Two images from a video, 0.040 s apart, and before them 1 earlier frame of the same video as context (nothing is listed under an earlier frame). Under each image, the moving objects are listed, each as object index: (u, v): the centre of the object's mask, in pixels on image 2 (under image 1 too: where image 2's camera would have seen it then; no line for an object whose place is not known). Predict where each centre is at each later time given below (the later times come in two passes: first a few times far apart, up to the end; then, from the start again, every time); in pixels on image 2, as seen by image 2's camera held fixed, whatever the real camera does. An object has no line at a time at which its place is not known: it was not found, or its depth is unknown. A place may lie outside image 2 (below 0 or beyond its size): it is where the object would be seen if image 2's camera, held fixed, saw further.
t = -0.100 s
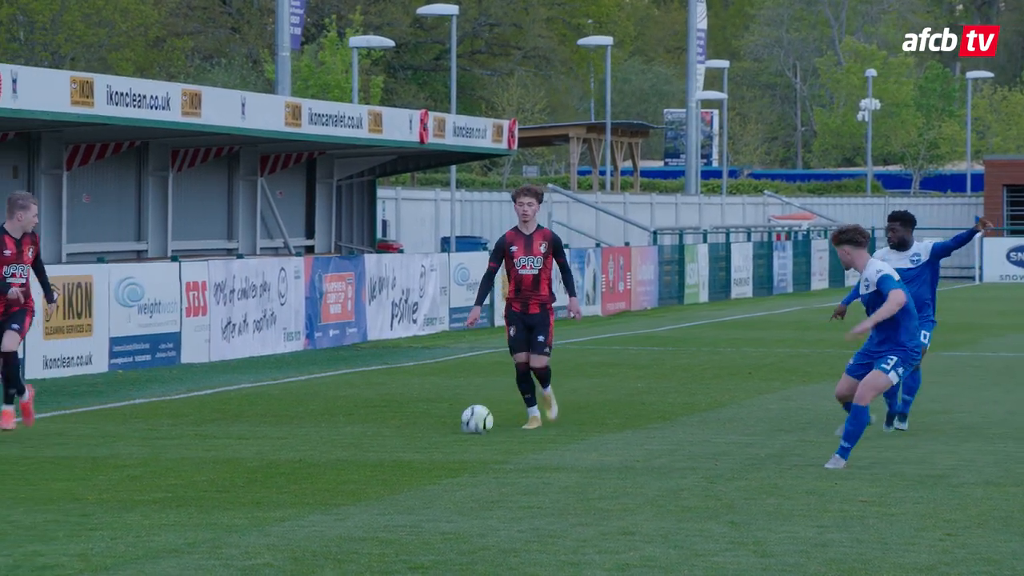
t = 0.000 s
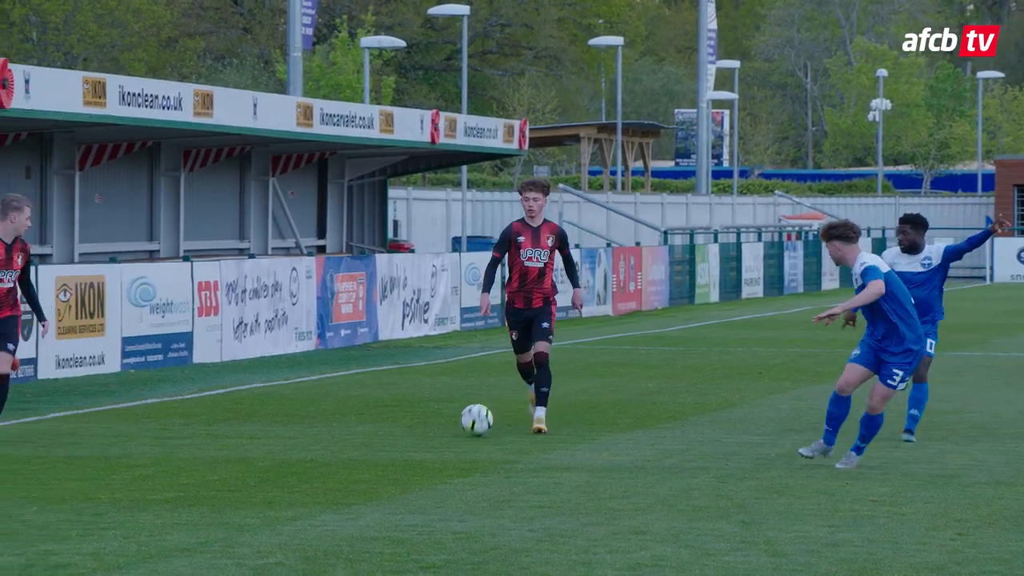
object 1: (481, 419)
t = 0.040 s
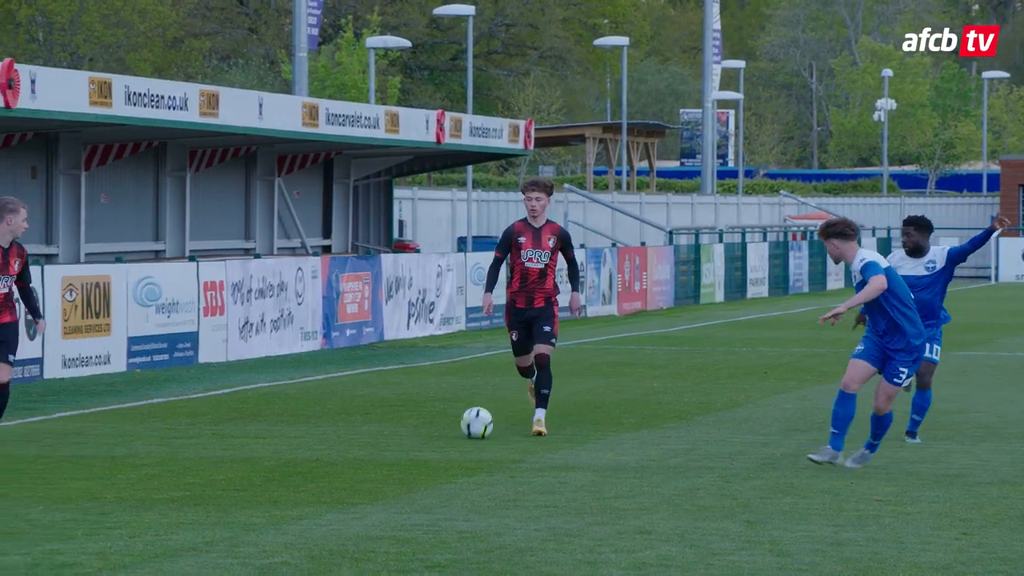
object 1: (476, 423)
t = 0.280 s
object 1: (448, 432)
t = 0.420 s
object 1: (430, 437)
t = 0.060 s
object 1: (474, 425)
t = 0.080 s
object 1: (472, 426)
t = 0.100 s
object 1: (469, 426)
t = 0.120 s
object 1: (467, 426)
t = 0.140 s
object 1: (465, 426)
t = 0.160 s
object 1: (463, 428)
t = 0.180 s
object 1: (460, 429)
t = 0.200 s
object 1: (458, 430)
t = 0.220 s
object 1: (455, 431)
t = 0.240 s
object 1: (453, 431)
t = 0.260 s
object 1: (450, 432)
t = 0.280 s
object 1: (448, 432)
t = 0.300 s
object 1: (446, 433)
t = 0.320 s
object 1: (443, 434)
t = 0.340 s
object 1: (440, 434)
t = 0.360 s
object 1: (438, 435)
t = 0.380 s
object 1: (435, 436)
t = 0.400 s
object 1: (433, 436)
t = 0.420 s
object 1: (430, 437)
